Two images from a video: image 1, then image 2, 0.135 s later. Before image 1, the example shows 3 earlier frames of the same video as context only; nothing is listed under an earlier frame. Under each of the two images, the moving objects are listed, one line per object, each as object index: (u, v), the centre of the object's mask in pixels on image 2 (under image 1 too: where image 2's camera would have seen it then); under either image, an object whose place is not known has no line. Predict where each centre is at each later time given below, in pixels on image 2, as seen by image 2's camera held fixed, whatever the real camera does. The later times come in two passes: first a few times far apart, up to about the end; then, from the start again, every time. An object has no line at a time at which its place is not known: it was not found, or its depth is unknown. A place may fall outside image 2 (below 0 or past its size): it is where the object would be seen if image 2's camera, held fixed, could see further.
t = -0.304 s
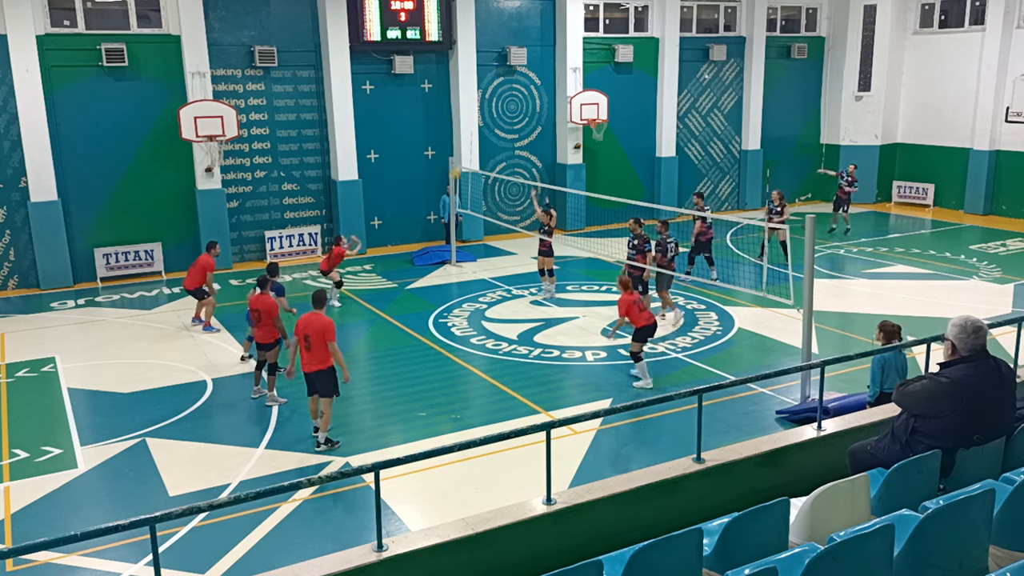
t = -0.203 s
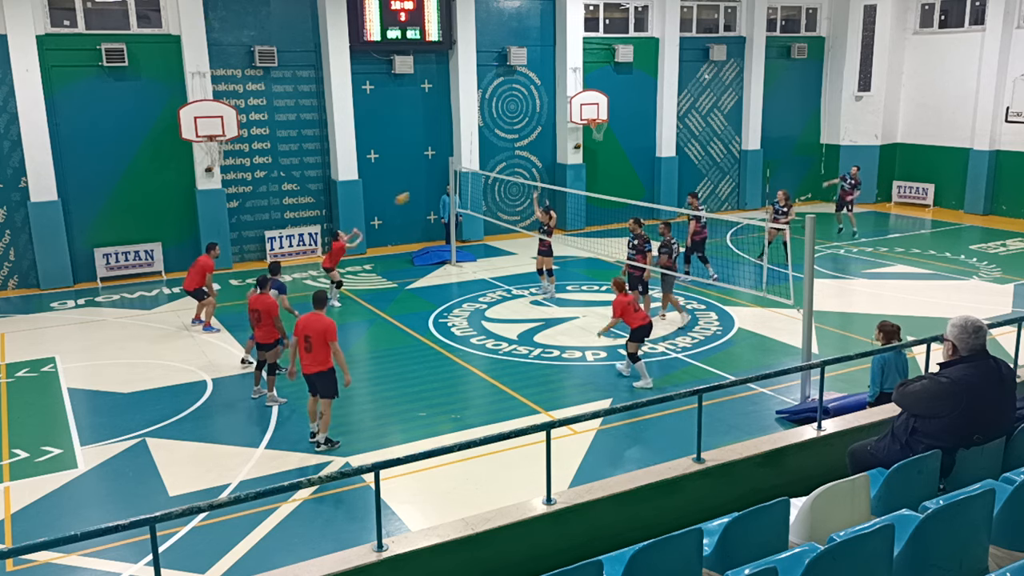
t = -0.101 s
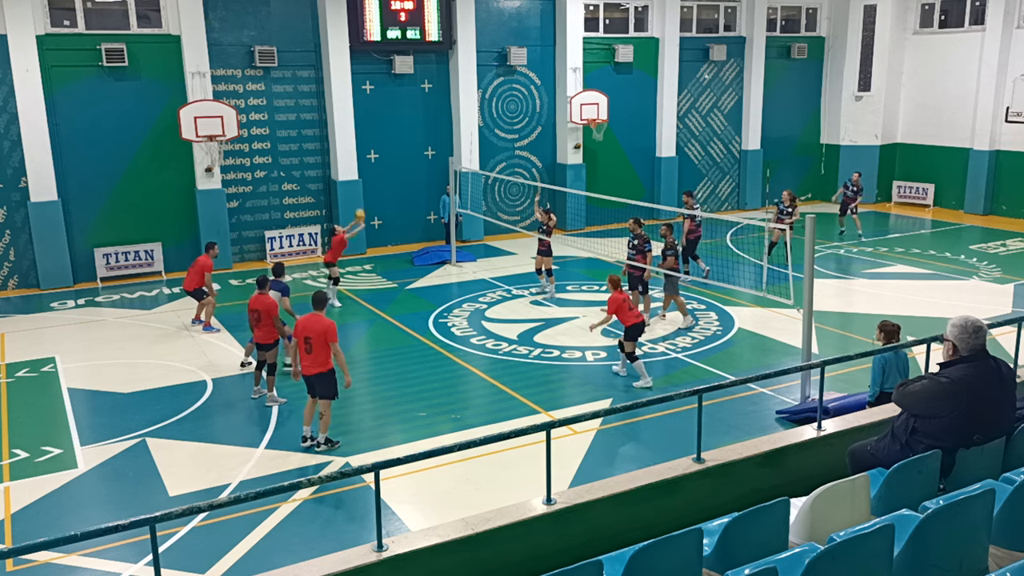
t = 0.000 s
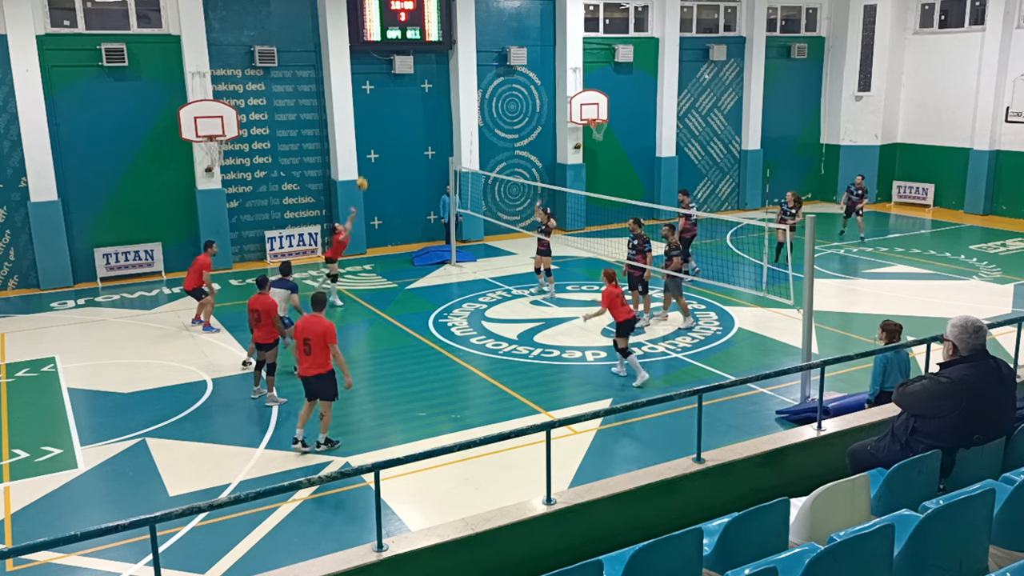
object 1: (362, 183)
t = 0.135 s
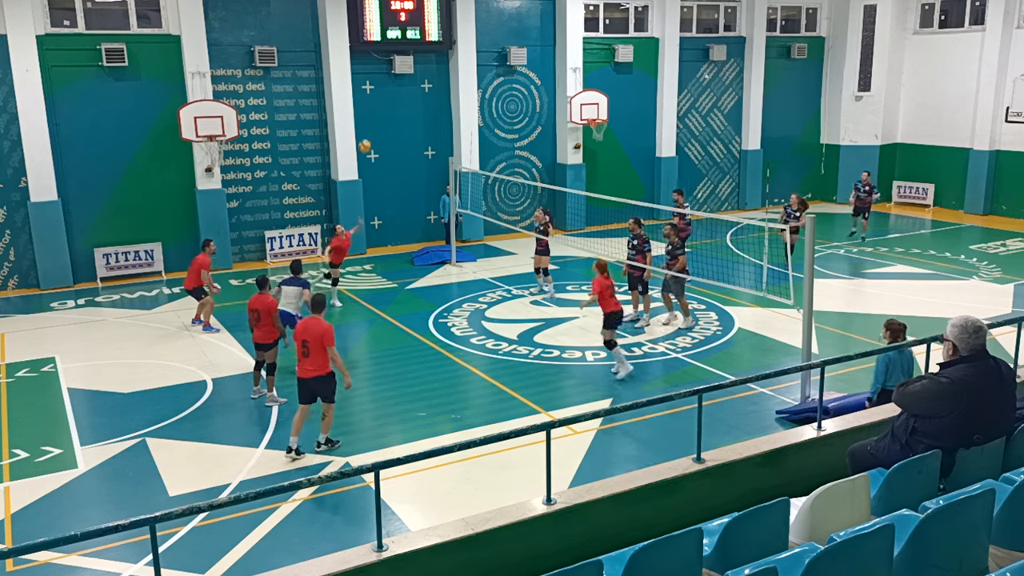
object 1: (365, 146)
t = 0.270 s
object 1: (368, 117)
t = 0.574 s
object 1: (376, 86)
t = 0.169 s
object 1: (365, 138)
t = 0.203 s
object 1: (366, 131)
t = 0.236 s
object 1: (367, 124)
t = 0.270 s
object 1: (368, 117)
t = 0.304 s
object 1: (368, 111)
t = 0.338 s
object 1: (369, 106)
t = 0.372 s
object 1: (370, 101)
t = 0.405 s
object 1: (371, 97)
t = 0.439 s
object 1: (372, 93)
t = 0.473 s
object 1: (373, 91)
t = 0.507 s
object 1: (374, 89)
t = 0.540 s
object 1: (375, 87)
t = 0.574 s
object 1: (376, 86)
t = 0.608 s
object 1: (378, 86)
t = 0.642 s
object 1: (379, 86)
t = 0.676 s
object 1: (380, 87)
